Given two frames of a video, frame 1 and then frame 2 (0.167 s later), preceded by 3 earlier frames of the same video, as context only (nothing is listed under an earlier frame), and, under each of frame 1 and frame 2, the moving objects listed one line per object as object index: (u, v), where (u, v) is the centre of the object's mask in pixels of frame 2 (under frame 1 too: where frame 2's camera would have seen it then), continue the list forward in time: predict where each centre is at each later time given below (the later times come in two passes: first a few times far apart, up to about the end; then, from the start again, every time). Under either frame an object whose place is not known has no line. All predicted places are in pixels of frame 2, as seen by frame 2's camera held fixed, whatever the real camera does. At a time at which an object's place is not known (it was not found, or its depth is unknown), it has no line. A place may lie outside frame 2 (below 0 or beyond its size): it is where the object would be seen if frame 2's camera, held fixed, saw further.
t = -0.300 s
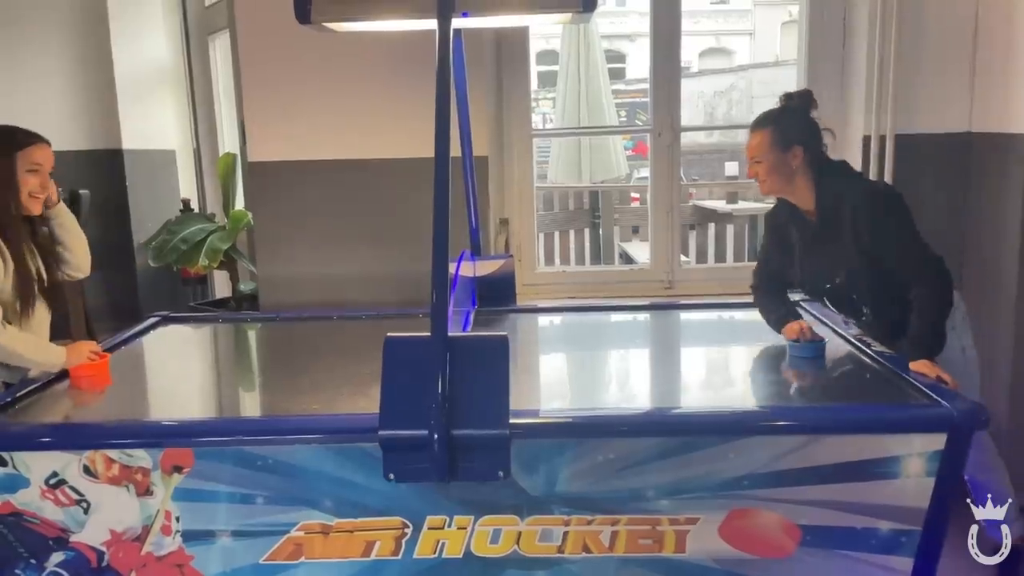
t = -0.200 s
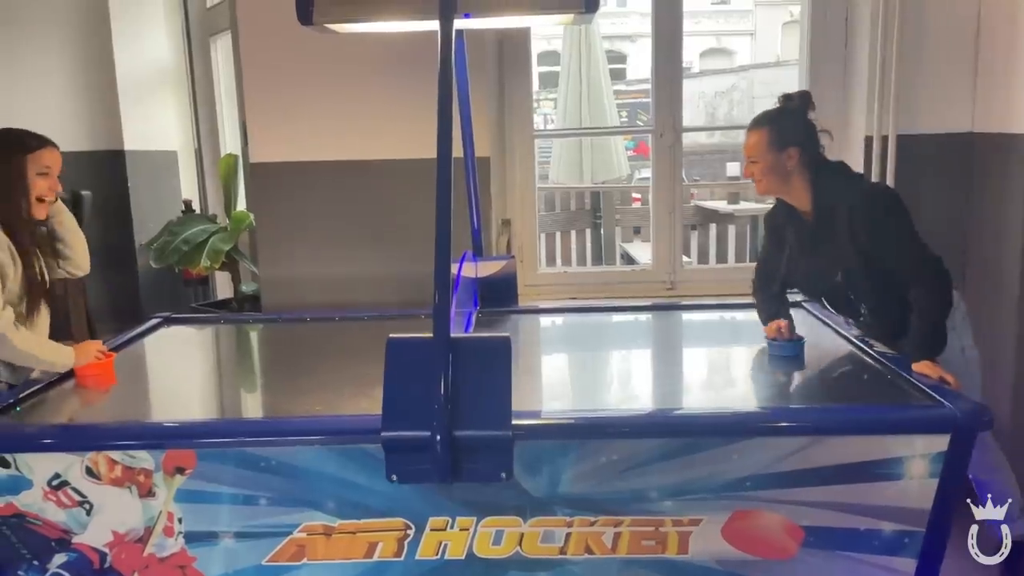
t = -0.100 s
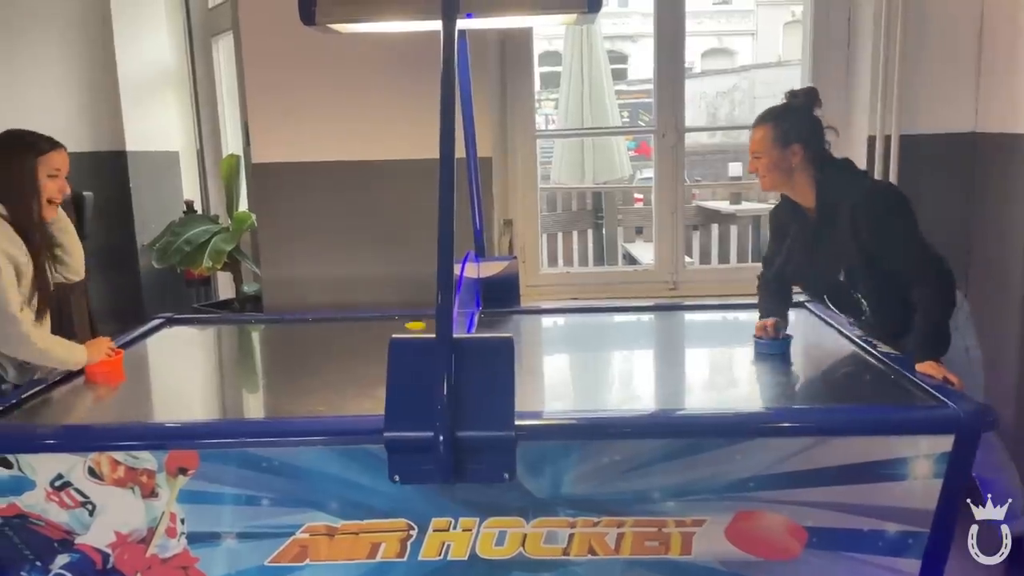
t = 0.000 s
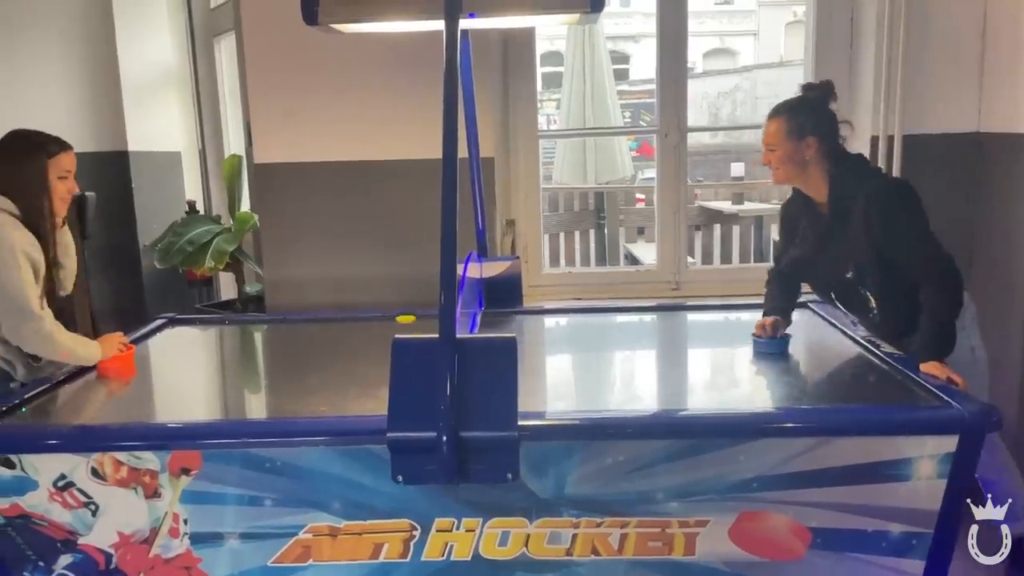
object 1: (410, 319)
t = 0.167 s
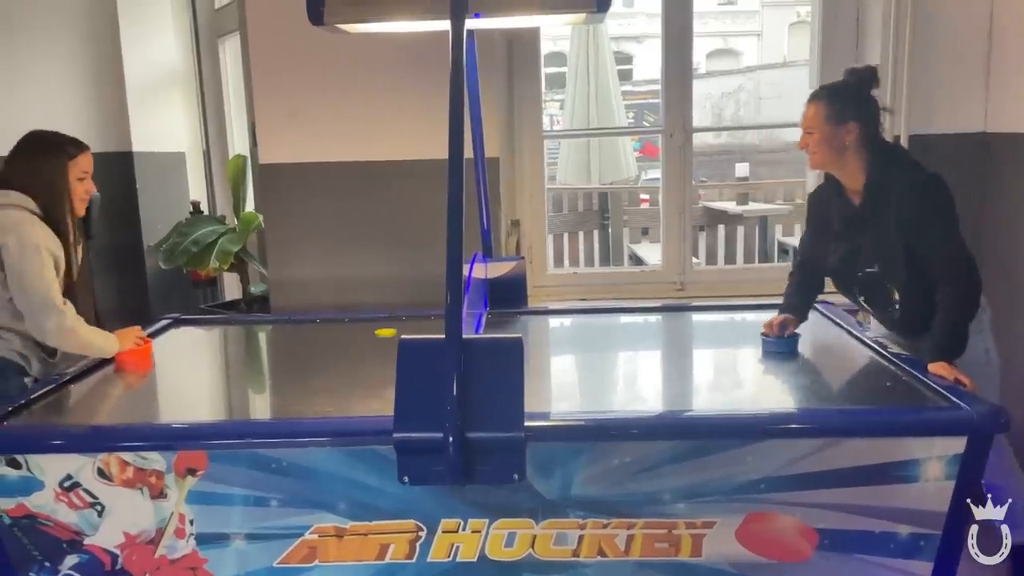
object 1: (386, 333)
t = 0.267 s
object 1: (369, 341)
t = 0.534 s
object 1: (319, 367)
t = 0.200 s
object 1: (380, 335)
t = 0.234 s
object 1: (375, 338)
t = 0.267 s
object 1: (369, 341)
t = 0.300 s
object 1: (363, 345)
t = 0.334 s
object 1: (357, 347)
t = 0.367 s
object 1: (351, 351)
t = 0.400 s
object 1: (345, 354)
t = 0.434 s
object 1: (339, 357)
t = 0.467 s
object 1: (332, 360)
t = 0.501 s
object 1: (325, 364)
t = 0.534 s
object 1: (319, 367)
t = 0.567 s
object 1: (312, 370)
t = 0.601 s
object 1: (305, 374)
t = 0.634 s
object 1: (298, 378)
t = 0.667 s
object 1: (291, 381)
